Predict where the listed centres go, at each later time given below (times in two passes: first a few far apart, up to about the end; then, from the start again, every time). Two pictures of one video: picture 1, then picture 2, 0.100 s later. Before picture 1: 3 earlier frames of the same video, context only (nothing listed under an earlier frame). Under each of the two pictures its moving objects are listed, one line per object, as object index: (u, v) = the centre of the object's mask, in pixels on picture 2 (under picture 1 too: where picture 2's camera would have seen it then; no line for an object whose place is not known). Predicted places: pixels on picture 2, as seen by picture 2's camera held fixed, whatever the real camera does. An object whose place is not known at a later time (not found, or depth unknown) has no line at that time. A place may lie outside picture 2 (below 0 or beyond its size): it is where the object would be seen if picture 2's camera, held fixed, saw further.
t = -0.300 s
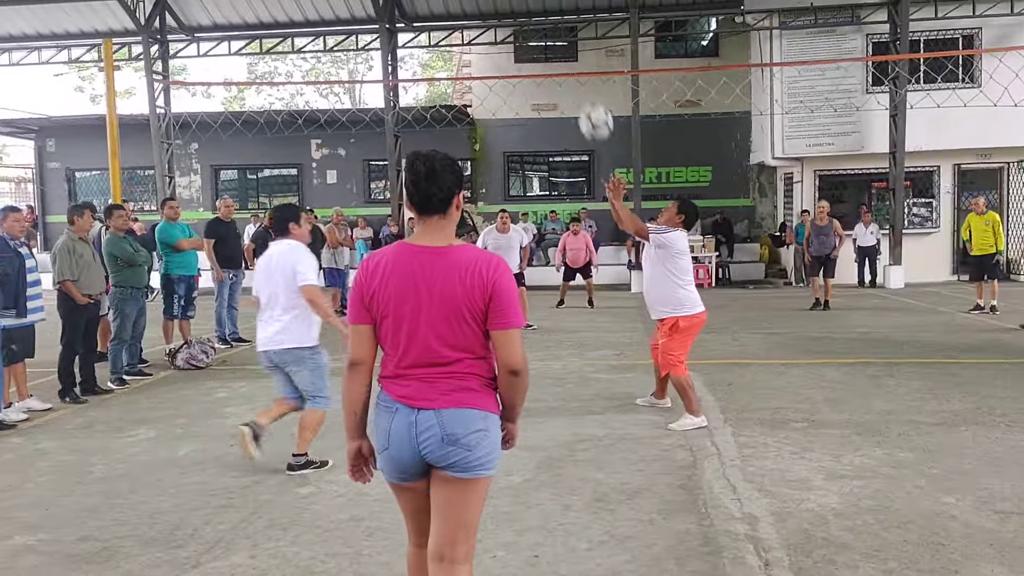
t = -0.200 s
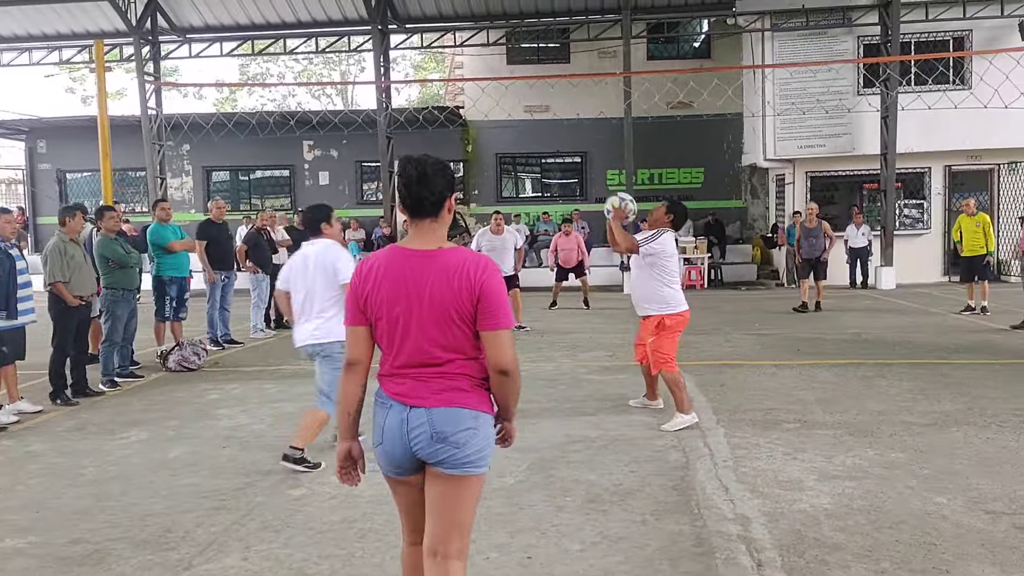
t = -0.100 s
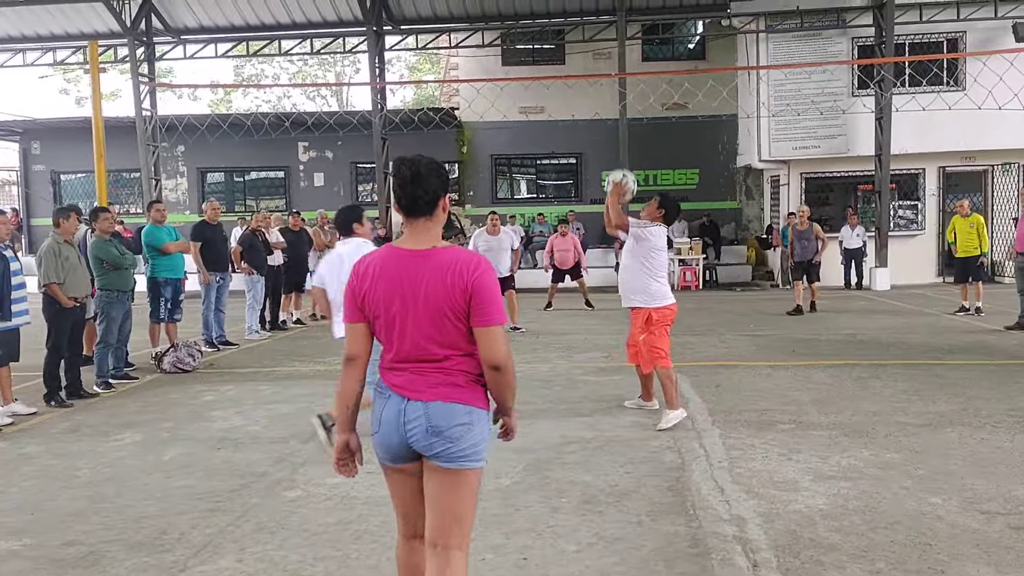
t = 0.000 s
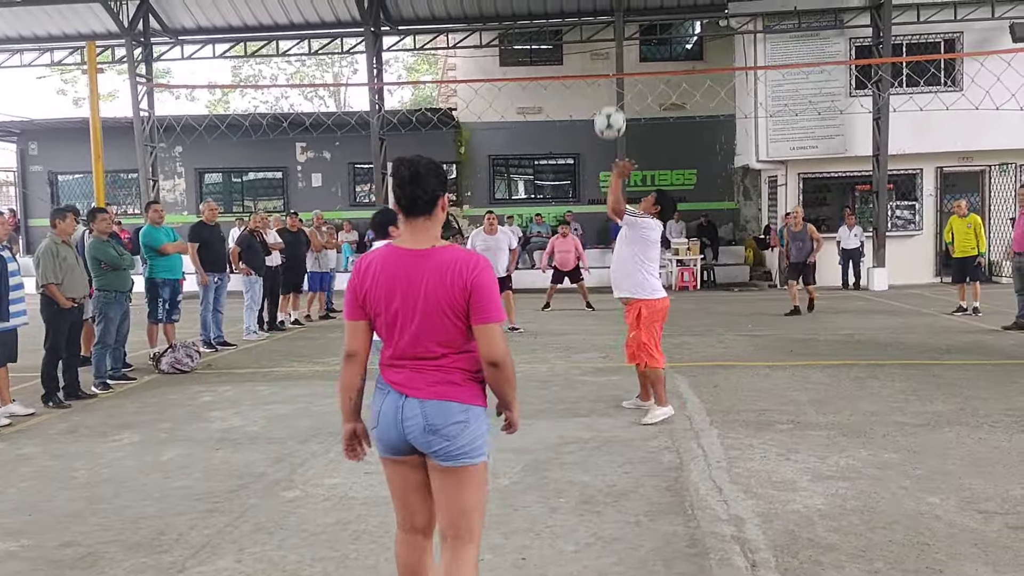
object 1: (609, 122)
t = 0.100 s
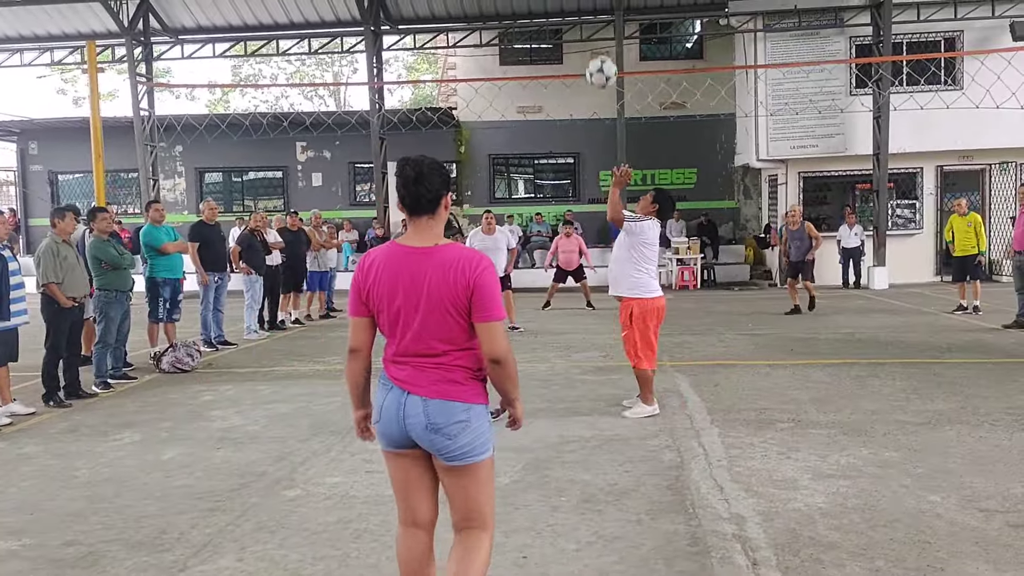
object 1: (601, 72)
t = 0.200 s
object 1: (594, 38)
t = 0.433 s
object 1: (576, 15)
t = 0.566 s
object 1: (568, 30)
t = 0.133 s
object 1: (599, 59)
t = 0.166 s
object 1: (596, 47)
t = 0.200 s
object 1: (594, 38)
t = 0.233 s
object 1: (591, 29)
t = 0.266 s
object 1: (589, 23)
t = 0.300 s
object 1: (586, 18)
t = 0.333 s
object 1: (584, 15)
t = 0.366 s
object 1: (581, 14)
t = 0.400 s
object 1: (579, 14)
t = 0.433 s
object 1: (576, 15)
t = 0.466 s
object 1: (574, 16)
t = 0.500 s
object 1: (572, 19)
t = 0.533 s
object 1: (570, 24)
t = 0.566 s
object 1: (568, 30)
